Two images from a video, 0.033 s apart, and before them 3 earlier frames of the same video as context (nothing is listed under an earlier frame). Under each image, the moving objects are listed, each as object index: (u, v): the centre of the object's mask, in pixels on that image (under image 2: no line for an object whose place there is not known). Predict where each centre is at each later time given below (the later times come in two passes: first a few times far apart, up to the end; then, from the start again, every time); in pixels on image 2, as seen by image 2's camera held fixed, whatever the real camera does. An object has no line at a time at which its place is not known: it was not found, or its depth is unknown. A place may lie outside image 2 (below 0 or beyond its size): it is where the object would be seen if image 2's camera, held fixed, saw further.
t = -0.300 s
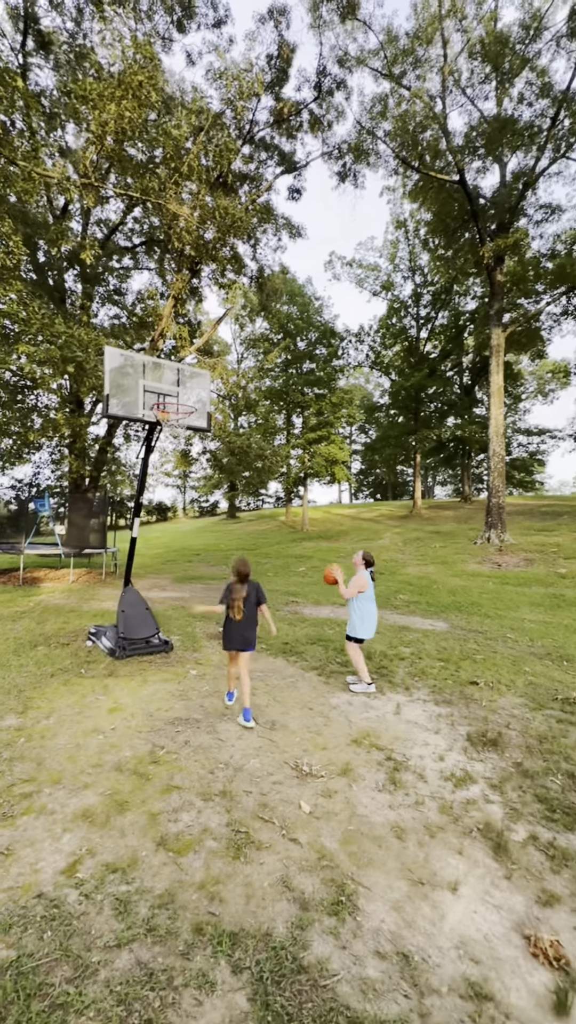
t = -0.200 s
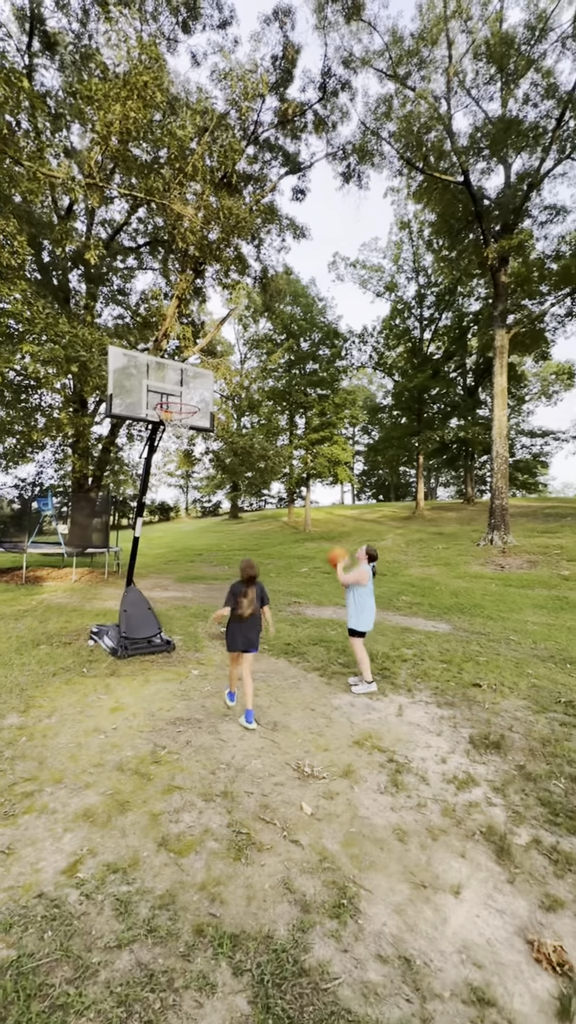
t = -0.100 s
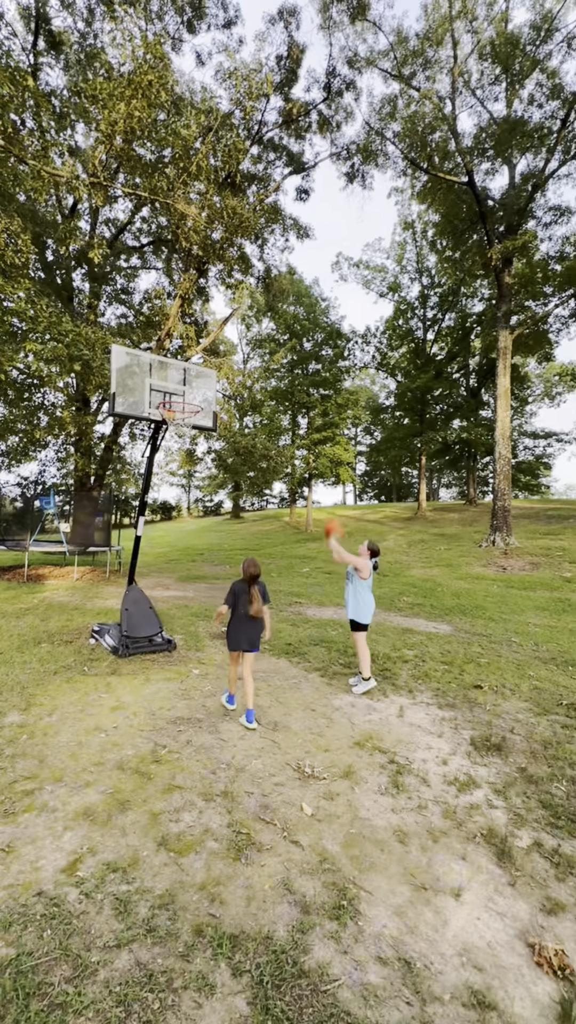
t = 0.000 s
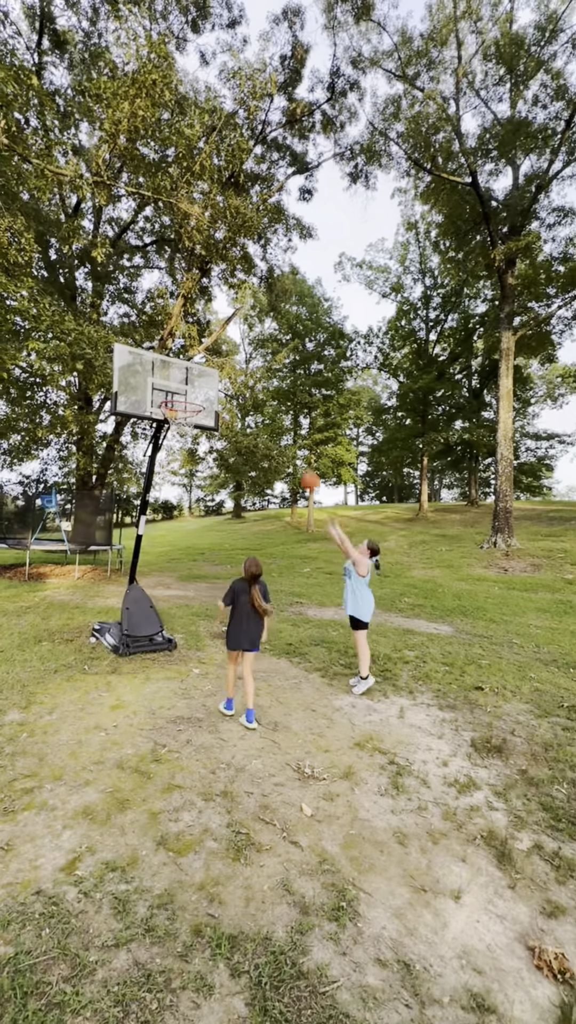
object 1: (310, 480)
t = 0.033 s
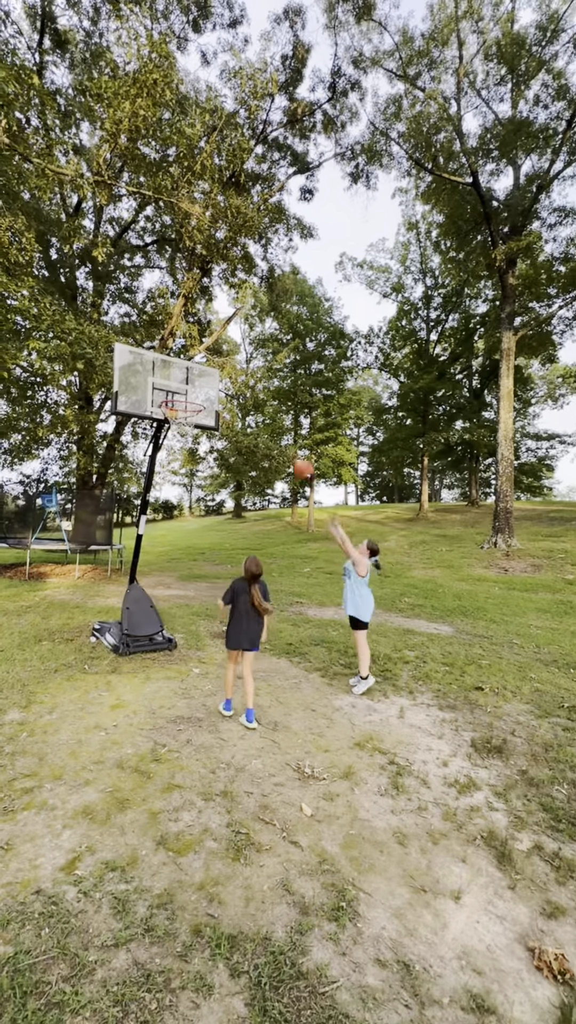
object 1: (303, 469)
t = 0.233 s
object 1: (254, 409)
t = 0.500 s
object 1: (195, 386)
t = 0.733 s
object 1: (189, 404)
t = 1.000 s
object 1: (158, 451)
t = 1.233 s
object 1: (132, 539)
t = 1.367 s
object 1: (117, 611)
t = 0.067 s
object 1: (294, 455)
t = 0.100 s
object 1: (286, 444)
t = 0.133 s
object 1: (278, 434)
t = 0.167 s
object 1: (271, 425)
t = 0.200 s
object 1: (263, 418)
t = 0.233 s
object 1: (254, 409)
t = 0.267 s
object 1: (246, 405)
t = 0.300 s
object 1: (238, 399)
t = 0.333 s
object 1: (232, 396)
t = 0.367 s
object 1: (223, 392)
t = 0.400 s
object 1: (215, 389)
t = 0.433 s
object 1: (207, 387)
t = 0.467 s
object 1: (199, 386)
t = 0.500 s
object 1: (195, 386)
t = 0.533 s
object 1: (195, 386)
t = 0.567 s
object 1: (195, 387)
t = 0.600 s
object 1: (194, 389)
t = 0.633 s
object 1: (194, 392)
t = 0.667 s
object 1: (193, 395)
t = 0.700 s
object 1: (191, 401)
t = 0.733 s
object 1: (189, 404)
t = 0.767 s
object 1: (184, 408)
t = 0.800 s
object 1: (180, 413)
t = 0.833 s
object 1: (175, 417)
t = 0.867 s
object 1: (172, 421)
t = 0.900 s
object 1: (169, 428)
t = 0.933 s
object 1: (164, 435)
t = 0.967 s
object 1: (162, 442)
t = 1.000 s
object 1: (158, 451)
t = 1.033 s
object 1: (155, 462)
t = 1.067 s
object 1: (150, 472)
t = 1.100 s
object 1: (147, 483)
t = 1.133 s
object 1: (143, 497)
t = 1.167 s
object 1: (140, 508)
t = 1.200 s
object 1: (136, 523)
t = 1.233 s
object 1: (132, 539)
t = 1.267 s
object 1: (129, 557)
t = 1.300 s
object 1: (125, 574)
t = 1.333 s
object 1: (121, 592)
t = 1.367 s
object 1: (117, 611)
